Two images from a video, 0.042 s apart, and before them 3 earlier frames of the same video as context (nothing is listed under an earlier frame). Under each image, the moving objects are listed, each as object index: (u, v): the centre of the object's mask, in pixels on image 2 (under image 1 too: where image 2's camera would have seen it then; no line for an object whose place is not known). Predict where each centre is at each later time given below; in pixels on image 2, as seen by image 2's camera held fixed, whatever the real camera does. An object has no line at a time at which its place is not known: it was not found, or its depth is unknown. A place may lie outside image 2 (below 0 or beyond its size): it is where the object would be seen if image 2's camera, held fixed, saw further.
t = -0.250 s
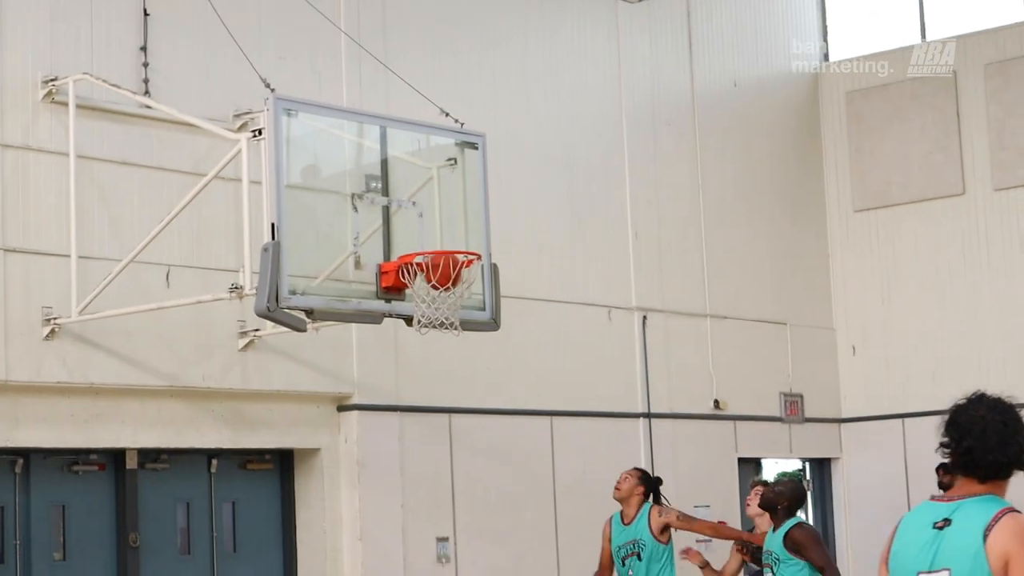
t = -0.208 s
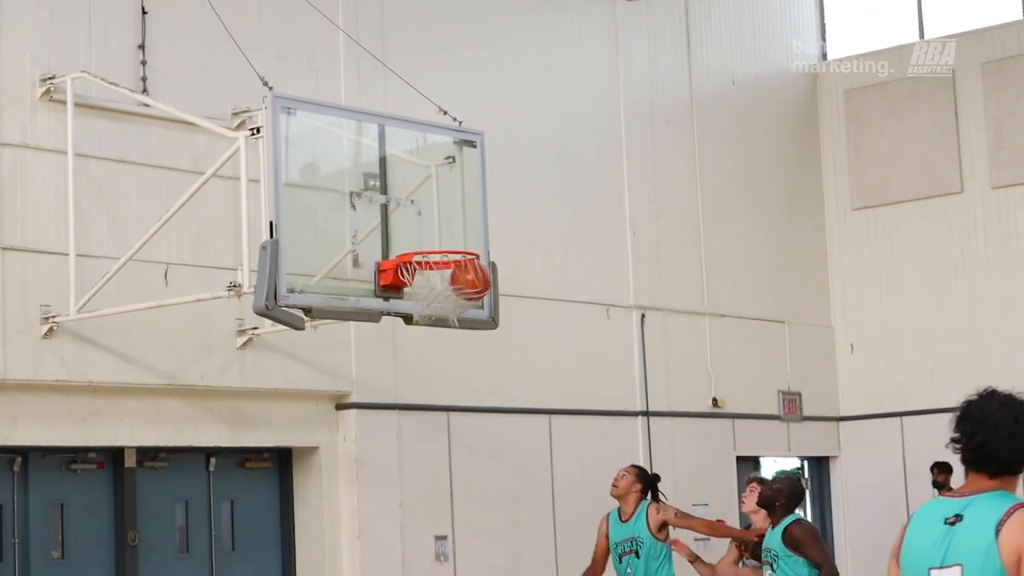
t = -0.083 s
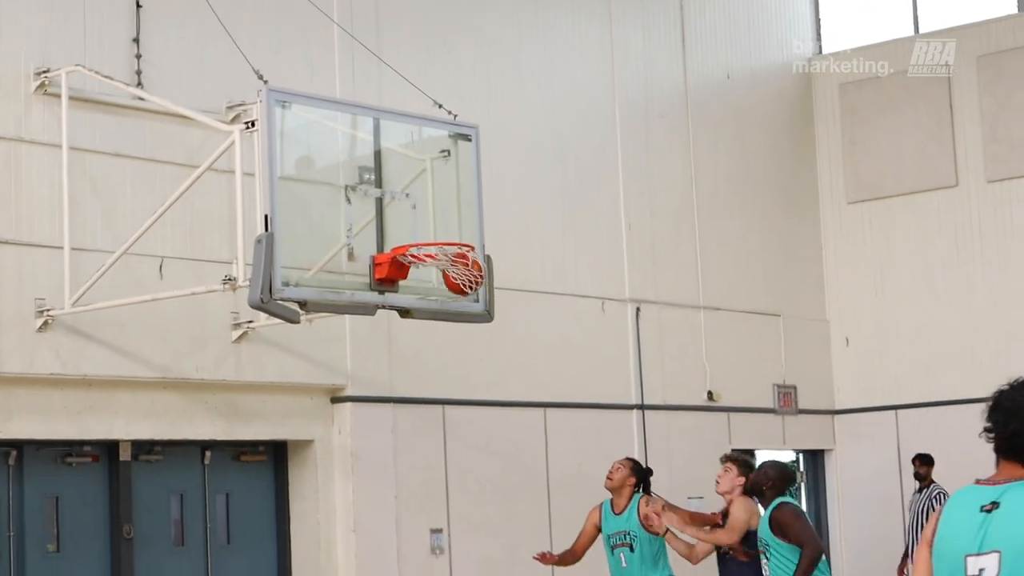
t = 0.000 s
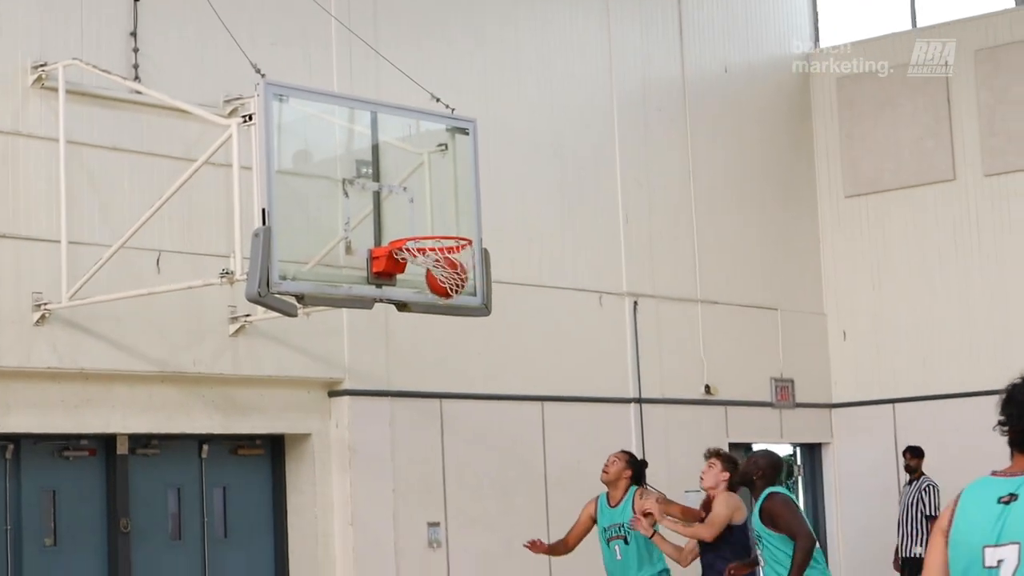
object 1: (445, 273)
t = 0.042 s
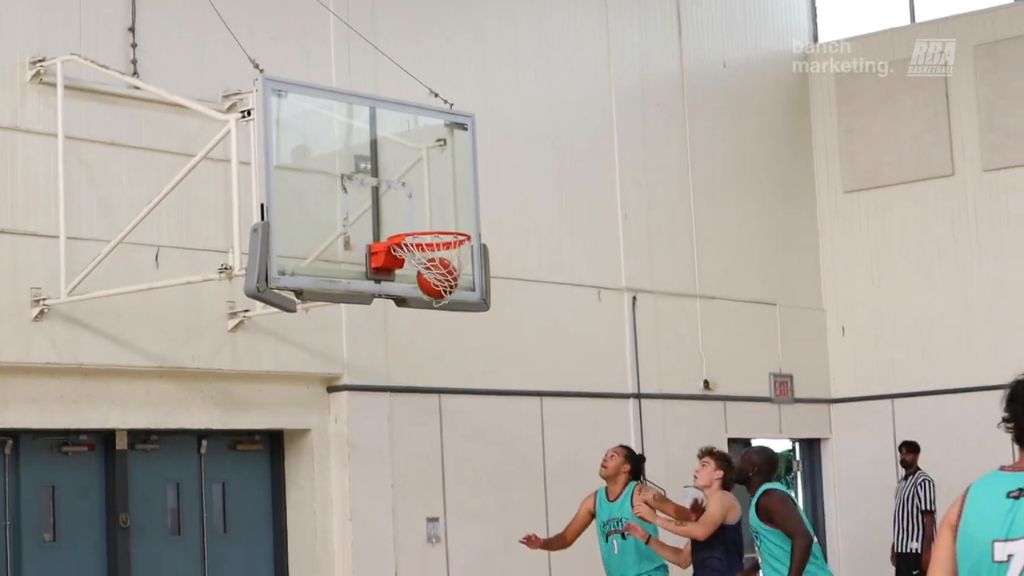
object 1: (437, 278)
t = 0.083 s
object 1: (430, 284)
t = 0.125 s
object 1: (423, 292)
